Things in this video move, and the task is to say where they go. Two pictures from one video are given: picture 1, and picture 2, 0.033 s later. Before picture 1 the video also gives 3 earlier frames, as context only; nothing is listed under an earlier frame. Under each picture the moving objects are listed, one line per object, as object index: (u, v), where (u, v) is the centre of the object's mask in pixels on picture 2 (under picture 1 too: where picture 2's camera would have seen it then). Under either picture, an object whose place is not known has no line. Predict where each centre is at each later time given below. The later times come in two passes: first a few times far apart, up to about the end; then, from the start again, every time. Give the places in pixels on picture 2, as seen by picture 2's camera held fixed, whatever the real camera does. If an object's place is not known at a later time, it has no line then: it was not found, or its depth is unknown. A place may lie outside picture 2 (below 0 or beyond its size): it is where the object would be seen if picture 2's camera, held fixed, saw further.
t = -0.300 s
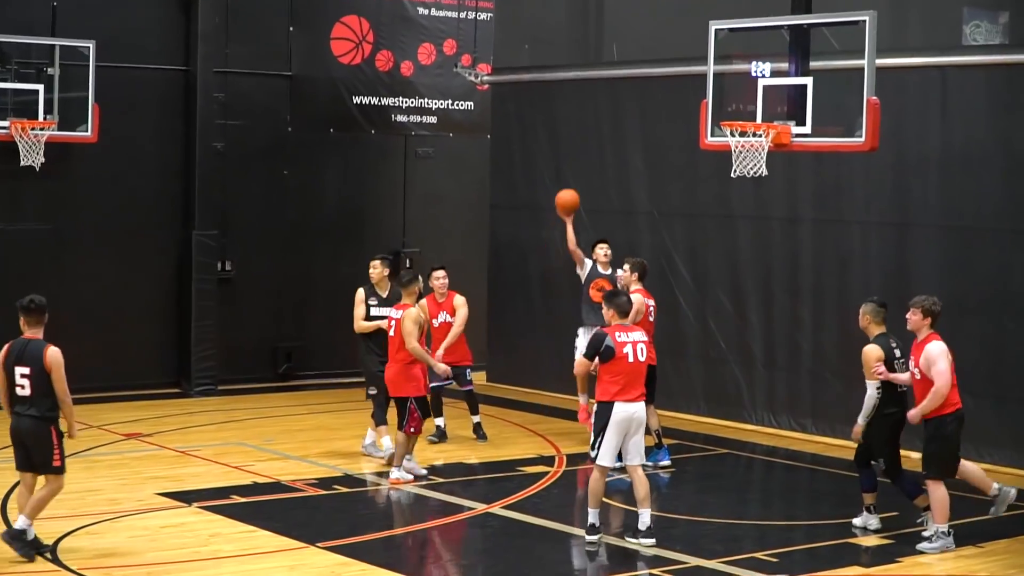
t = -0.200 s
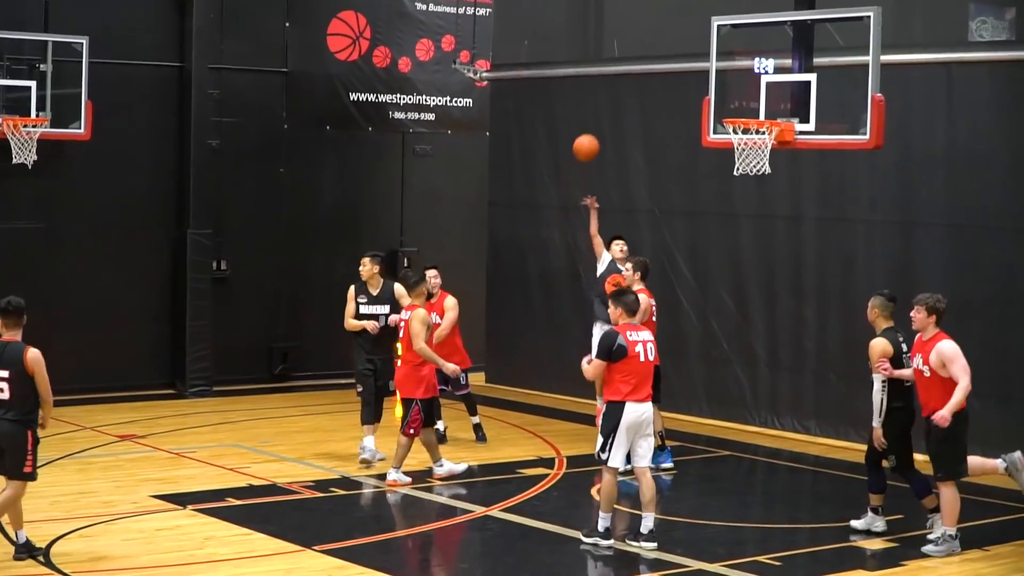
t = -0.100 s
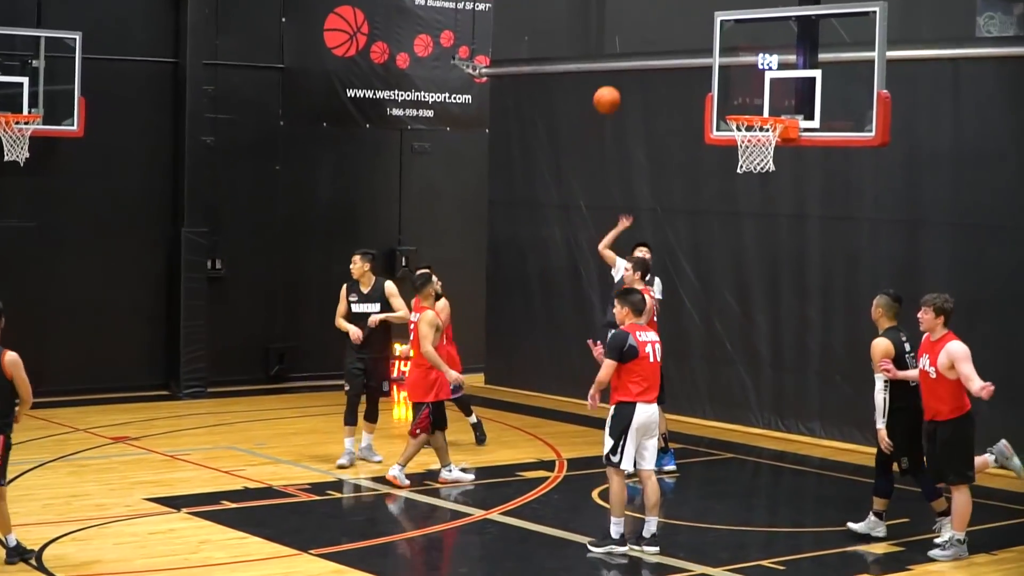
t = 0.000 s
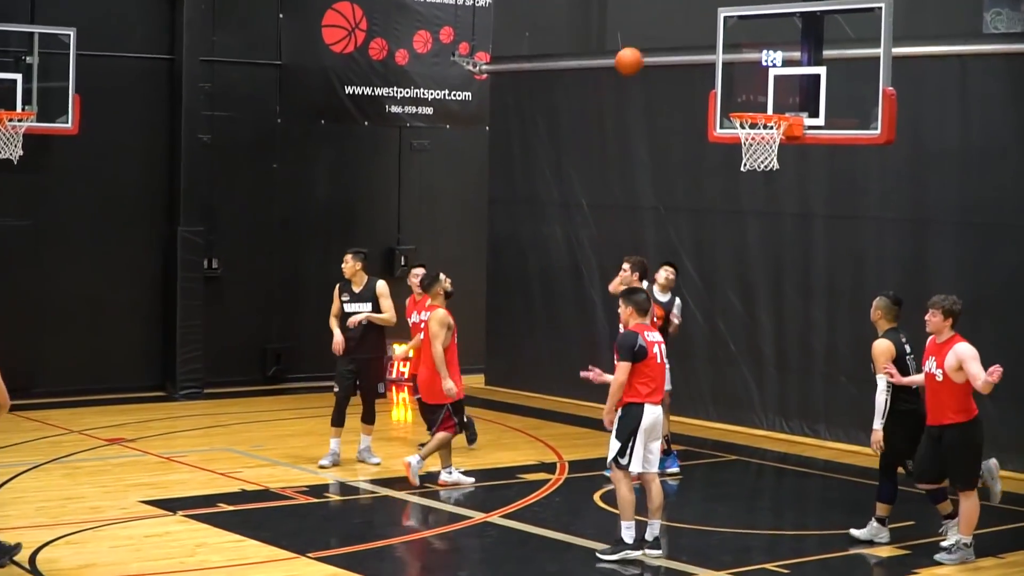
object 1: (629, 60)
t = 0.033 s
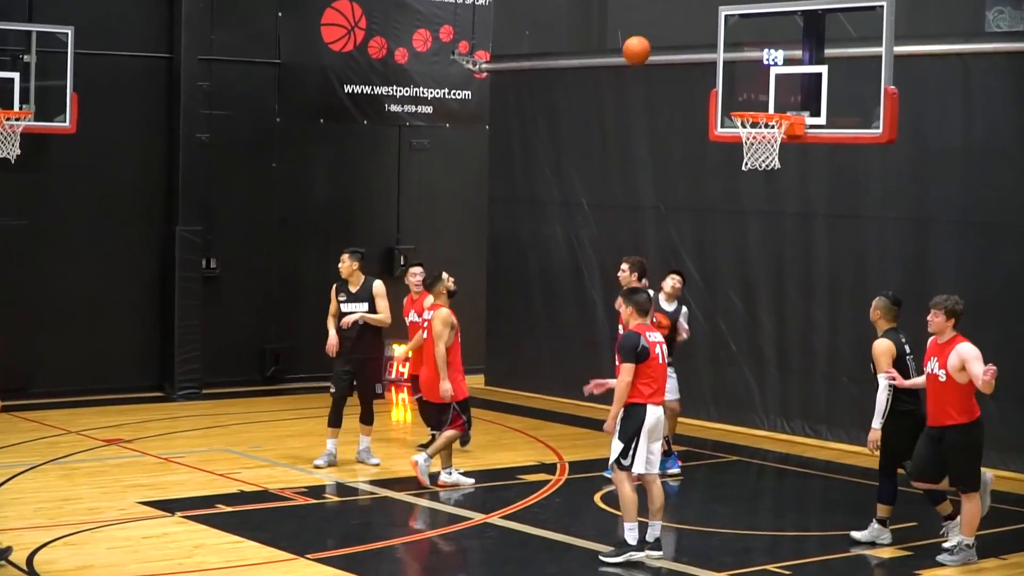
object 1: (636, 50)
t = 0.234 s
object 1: (678, 17)
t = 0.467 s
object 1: (727, 35)
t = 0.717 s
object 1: (759, 107)
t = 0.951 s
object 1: (770, 139)
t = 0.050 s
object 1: (640, 45)
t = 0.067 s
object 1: (643, 41)
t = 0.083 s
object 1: (647, 37)
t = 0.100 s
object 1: (650, 33)
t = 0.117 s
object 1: (654, 30)
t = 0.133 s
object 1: (657, 27)
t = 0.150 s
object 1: (661, 24)
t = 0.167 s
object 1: (664, 22)
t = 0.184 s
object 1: (668, 21)
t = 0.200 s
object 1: (671, 18)
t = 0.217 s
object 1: (674, 17)
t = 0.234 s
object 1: (678, 17)
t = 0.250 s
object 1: (681, 16)
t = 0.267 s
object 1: (685, 16)
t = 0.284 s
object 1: (688, 16)
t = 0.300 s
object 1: (691, 16)
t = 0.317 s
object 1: (695, 17)
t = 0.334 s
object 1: (698, 17)
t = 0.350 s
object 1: (702, 18)
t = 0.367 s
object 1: (705, 19)
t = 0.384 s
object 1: (708, 20)
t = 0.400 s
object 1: (712, 22)
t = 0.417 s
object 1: (716, 25)
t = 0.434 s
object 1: (720, 28)
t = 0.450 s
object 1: (724, 31)
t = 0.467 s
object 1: (727, 35)
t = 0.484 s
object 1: (730, 39)
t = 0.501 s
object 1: (734, 43)
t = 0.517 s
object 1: (738, 47)
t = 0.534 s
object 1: (742, 53)
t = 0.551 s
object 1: (745, 58)
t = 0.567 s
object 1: (748, 64)
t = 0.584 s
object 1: (752, 70)
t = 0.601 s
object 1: (756, 76)
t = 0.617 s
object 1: (760, 83)
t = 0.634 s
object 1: (763, 90)
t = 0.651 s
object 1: (767, 98)
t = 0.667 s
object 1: (771, 103)
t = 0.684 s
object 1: (771, 105)
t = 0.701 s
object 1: (765, 106)
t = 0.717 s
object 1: (759, 107)
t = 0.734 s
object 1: (754, 116)
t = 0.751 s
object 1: (750, 119)
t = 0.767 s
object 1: (751, 120)
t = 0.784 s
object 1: (755, 124)
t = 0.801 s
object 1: (758, 126)
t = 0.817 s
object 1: (760, 127)
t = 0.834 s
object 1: (762, 129)
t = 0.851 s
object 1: (769, 136)
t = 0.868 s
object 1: (773, 138)
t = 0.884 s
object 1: (774, 138)
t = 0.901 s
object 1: (775, 138)
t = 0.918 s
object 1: (776, 137)
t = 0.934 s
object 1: (773, 133)
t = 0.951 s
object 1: (770, 139)
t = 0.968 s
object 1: (772, 137)
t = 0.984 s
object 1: (769, 134)
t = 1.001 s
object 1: (769, 130)
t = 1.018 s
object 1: (777, 150)
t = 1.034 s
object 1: (776, 151)
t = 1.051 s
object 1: (775, 151)
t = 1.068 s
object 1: (774, 152)
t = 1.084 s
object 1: (773, 153)
